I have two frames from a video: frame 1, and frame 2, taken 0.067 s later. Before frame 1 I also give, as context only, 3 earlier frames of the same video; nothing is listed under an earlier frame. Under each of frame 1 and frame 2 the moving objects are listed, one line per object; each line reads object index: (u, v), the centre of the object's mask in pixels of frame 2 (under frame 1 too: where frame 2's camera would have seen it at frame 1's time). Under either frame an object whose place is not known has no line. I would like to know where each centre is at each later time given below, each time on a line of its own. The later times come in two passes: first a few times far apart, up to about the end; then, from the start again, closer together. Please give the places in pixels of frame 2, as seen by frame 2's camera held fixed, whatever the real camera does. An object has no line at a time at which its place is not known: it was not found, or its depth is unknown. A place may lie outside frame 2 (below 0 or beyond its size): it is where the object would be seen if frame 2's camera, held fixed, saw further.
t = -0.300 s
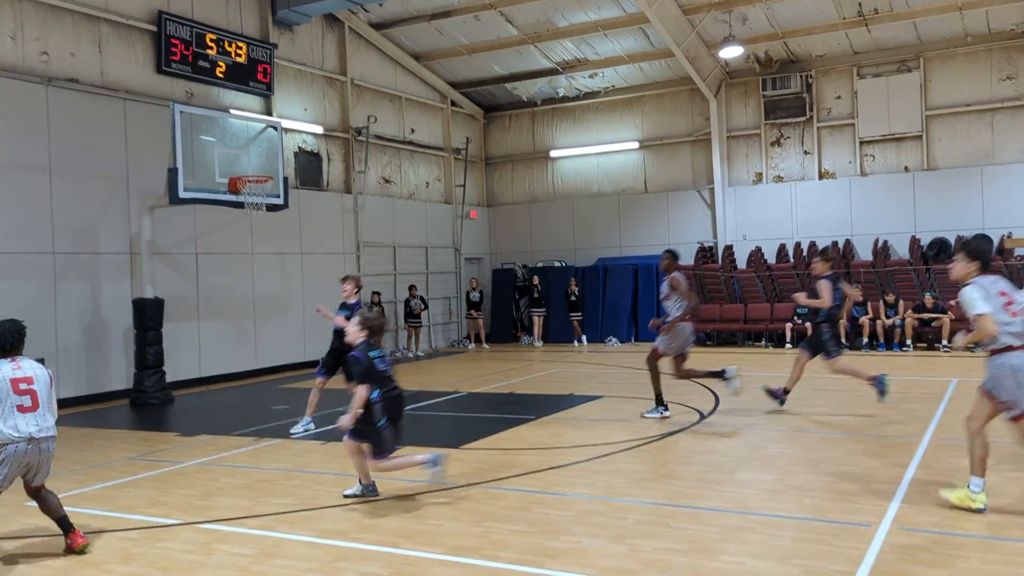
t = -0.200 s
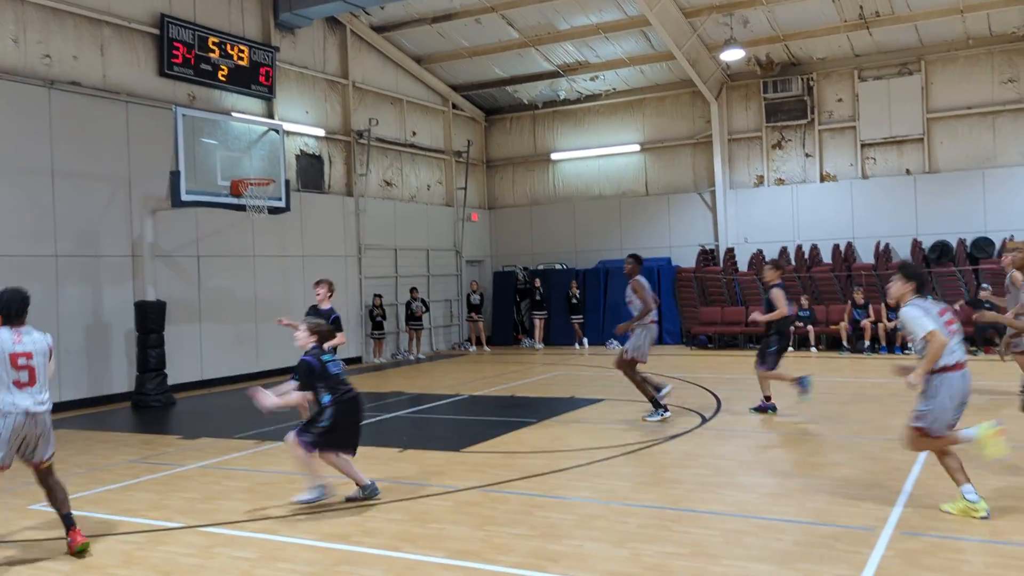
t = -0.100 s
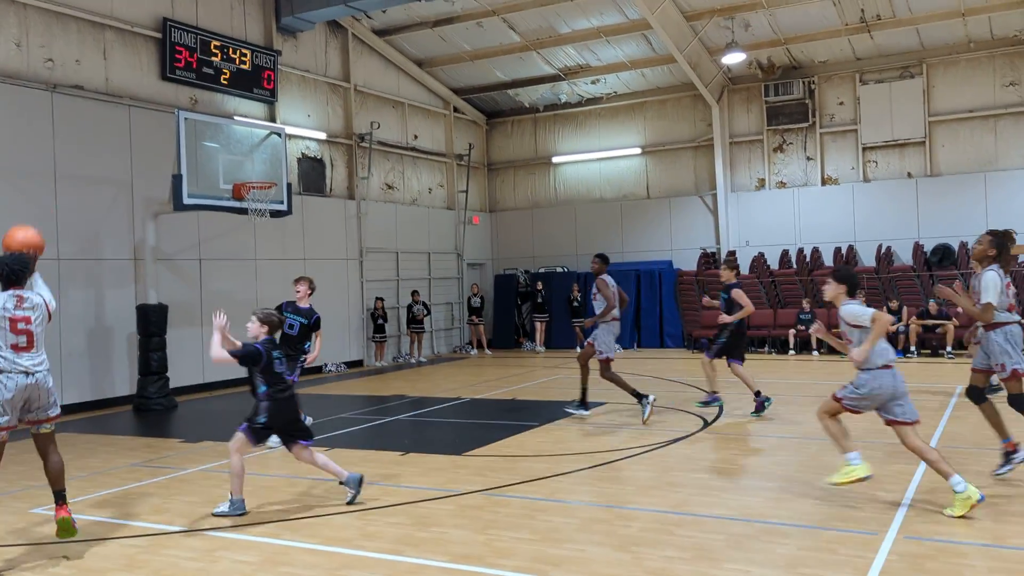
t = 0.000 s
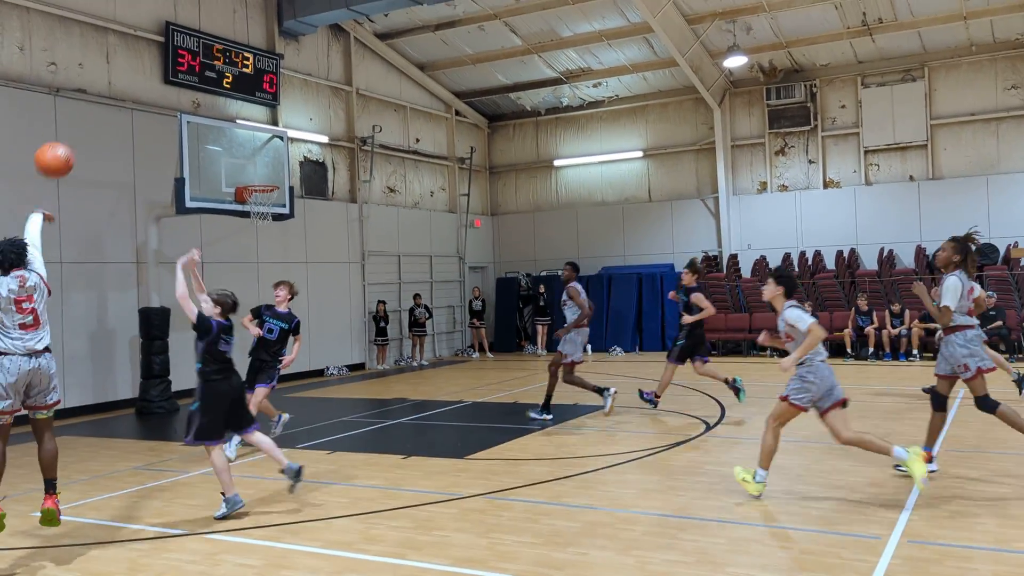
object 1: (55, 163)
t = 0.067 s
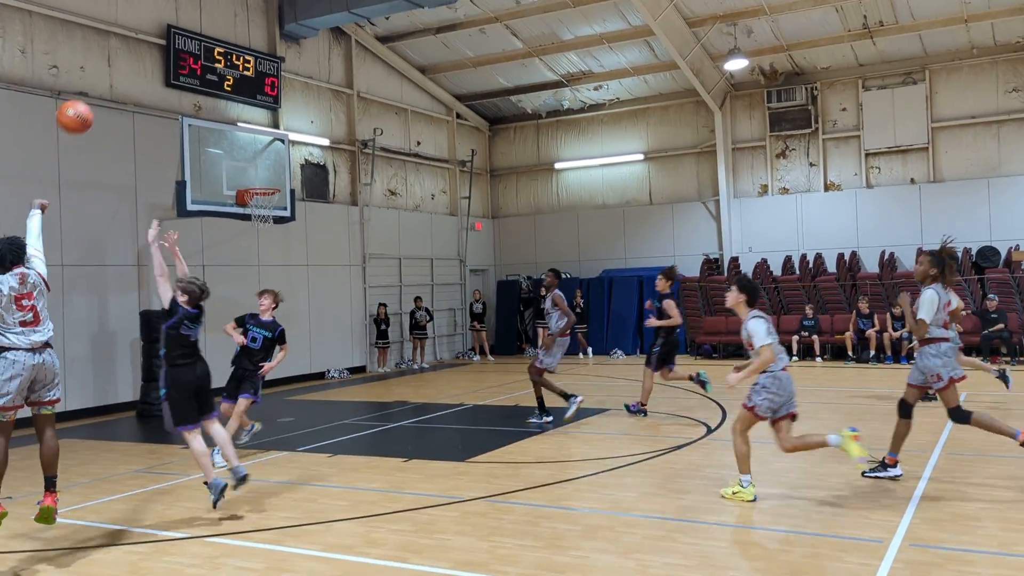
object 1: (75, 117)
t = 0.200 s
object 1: (109, 52)
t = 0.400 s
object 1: (150, 11)
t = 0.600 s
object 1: (186, 15)
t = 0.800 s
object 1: (216, 54)
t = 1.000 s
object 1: (242, 114)
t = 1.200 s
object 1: (264, 186)
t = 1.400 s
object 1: (265, 187)
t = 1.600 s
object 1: (262, 181)
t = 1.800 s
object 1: (260, 185)
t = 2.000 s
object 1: (271, 202)
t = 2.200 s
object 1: (267, 241)
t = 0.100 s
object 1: (84, 97)
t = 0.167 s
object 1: (101, 66)
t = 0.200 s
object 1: (109, 52)
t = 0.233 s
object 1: (117, 42)
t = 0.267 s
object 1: (124, 33)
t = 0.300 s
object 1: (131, 25)
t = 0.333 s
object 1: (137, 19)
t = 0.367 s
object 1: (144, 15)
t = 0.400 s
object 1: (150, 11)
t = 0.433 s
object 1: (157, 9)
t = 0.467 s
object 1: (163, 8)
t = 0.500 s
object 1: (169, 8)
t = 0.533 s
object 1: (175, 9)
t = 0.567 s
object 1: (180, 11)
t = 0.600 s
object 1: (186, 15)
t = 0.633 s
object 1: (192, 19)
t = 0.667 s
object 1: (197, 24)
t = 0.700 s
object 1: (202, 30)
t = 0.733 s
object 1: (207, 37)
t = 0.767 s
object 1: (211, 44)
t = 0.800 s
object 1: (216, 54)
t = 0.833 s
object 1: (220, 61)
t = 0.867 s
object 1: (225, 71)
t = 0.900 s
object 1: (229, 81)
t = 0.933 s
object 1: (234, 91)
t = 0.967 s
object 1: (238, 102)
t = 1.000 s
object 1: (242, 114)
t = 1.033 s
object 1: (245, 126)
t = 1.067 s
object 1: (249, 137)
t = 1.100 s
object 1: (253, 150)
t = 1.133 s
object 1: (256, 163)
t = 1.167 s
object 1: (260, 177)
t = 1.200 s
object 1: (264, 186)
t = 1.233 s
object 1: (266, 188)
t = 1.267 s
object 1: (267, 190)
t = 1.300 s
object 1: (261, 191)
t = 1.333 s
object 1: (256, 189)
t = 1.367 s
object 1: (258, 187)
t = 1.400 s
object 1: (265, 187)
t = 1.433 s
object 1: (270, 186)
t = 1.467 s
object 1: (272, 186)
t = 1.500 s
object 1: (270, 183)
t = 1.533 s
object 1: (267, 182)
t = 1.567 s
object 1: (264, 181)
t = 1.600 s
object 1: (262, 181)
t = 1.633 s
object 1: (259, 182)
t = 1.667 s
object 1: (257, 183)
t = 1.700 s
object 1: (255, 184)
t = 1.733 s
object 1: (254, 185)
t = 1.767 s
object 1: (257, 185)
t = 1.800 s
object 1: (260, 185)
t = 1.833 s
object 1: (263, 186)
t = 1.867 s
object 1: (266, 188)
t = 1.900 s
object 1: (268, 192)
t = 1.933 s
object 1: (272, 197)
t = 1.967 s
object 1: (272, 200)
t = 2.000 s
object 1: (271, 202)
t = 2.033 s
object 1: (270, 210)
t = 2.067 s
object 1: (269, 213)
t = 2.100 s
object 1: (269, 220)
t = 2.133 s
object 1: (269, 229)
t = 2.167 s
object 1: (268, 234)
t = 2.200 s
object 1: (267, 241)
